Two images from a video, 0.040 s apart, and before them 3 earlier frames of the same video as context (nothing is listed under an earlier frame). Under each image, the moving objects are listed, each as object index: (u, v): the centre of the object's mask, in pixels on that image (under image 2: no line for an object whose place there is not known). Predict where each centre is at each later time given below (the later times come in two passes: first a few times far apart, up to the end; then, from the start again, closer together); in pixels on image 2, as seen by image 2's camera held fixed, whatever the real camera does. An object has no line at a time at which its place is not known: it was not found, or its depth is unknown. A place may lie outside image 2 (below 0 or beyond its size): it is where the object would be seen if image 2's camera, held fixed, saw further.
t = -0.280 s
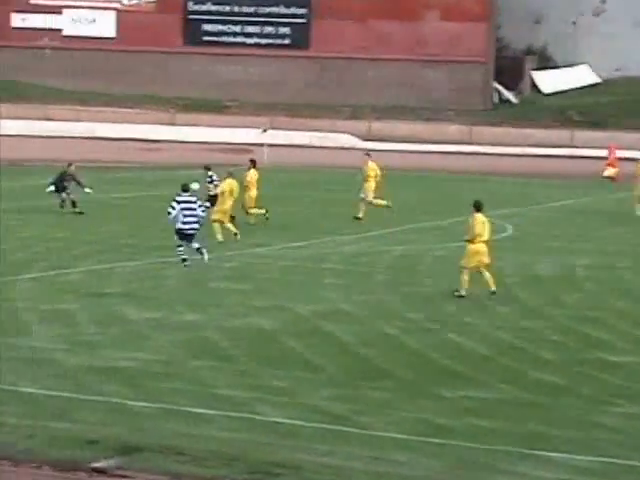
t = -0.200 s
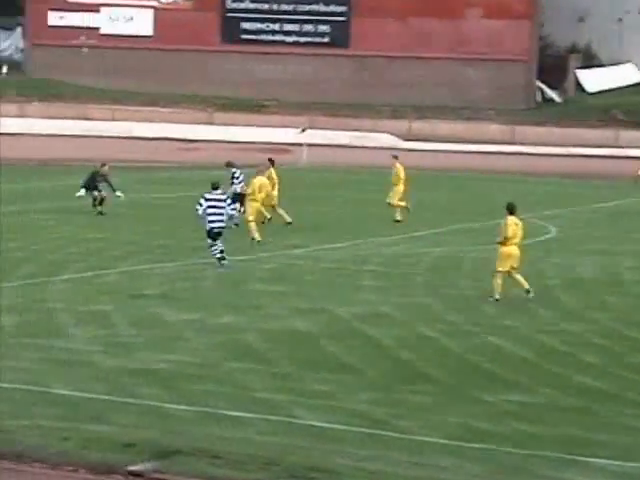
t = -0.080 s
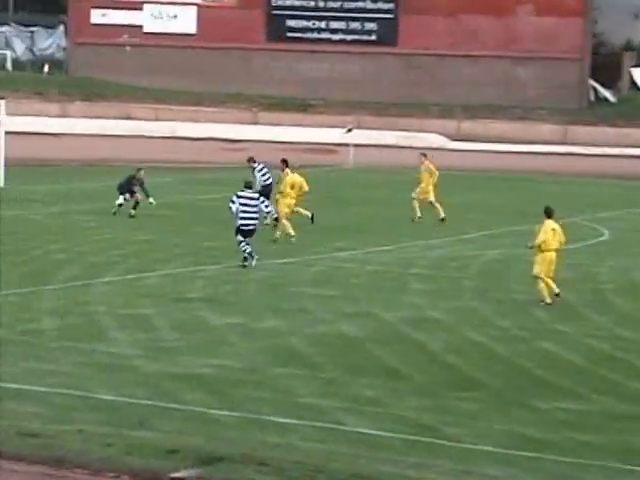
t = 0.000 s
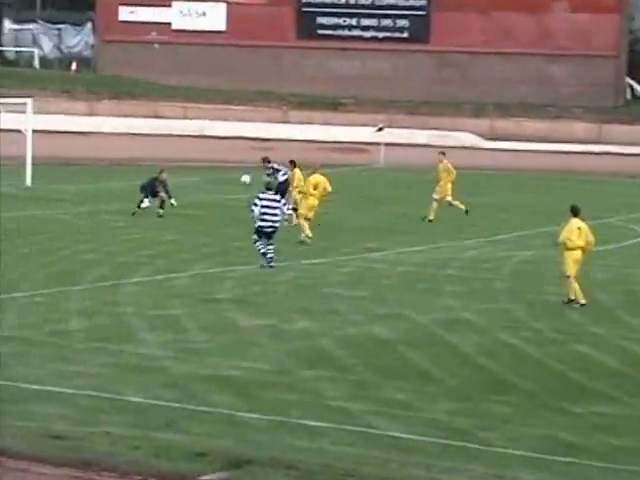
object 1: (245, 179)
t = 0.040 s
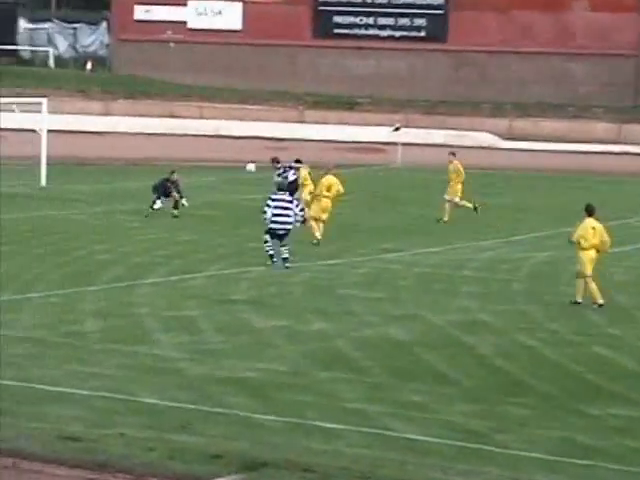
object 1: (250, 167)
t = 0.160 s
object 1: (222, 138)
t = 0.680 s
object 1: (105, 88)
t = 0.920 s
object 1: (58, 107)
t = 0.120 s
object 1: (232, 147)
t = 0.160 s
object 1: (222, 138)
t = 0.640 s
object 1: (113, 88)
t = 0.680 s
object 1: (105, 88)
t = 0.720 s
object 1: (97, 90)
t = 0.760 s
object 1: (90, 92)
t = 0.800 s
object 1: (81, 93)
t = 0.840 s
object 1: (73, 97)
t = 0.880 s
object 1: (65, 102)
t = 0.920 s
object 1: (58, 107)
